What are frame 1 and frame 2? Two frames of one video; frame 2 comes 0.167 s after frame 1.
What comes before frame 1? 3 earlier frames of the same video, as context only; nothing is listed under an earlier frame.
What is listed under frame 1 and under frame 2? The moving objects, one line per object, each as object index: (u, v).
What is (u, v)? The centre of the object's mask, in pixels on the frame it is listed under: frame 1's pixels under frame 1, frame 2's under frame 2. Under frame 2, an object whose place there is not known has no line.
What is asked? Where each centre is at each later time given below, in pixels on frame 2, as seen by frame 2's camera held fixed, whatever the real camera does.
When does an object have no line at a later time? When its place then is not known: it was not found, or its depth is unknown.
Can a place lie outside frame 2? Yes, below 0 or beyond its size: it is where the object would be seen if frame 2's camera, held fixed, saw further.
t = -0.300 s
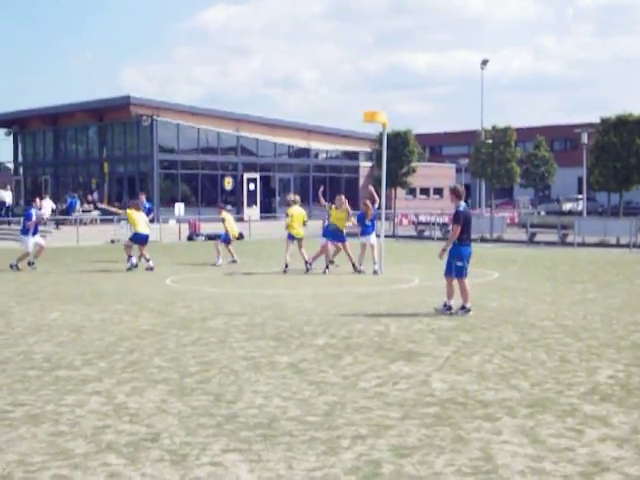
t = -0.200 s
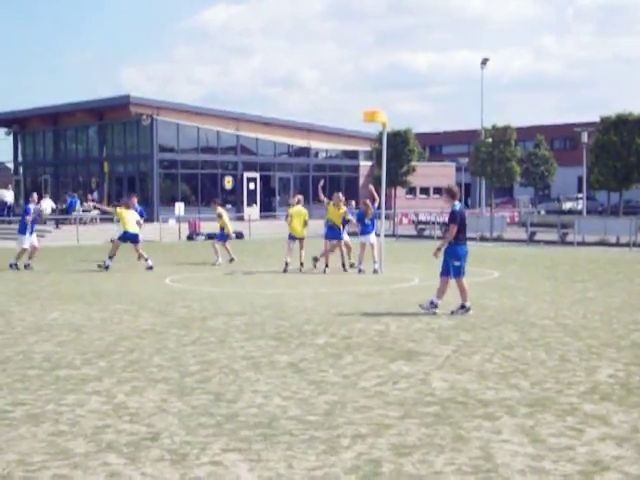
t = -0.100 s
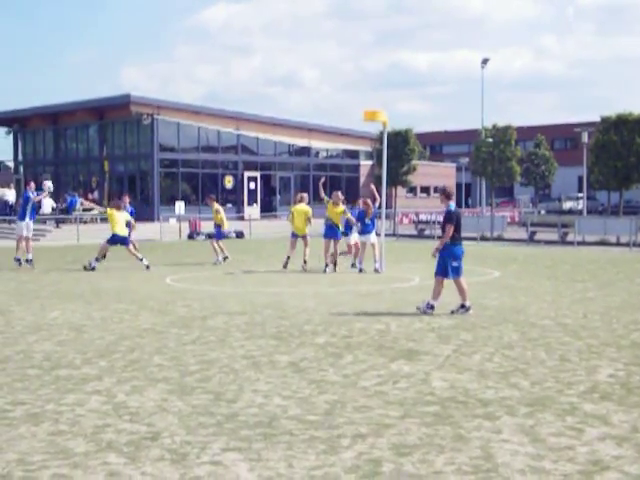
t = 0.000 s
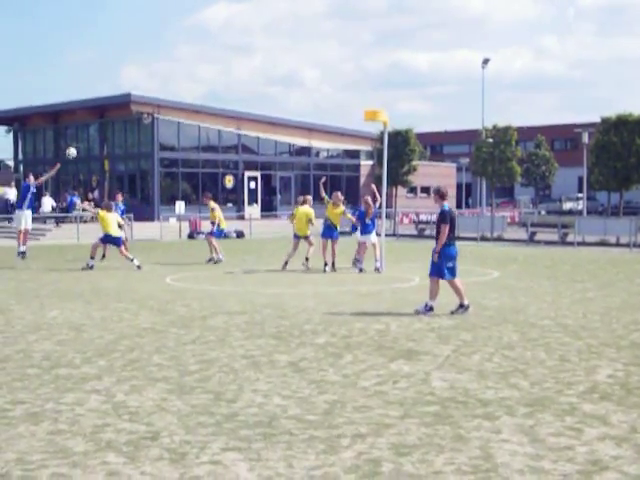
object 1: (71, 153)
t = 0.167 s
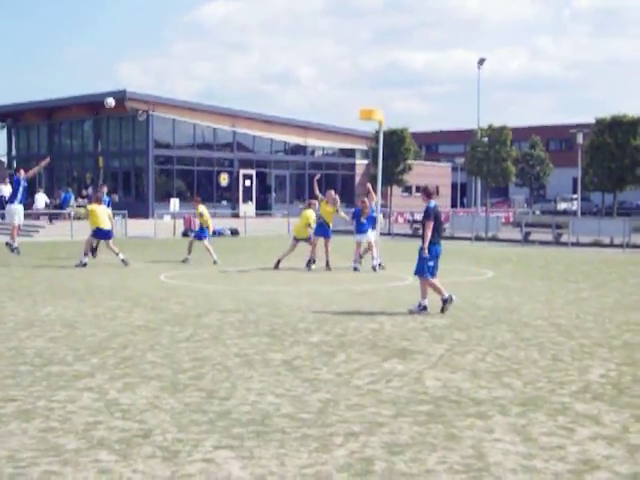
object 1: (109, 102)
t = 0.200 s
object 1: (118, 95)
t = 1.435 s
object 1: (432, 150)
